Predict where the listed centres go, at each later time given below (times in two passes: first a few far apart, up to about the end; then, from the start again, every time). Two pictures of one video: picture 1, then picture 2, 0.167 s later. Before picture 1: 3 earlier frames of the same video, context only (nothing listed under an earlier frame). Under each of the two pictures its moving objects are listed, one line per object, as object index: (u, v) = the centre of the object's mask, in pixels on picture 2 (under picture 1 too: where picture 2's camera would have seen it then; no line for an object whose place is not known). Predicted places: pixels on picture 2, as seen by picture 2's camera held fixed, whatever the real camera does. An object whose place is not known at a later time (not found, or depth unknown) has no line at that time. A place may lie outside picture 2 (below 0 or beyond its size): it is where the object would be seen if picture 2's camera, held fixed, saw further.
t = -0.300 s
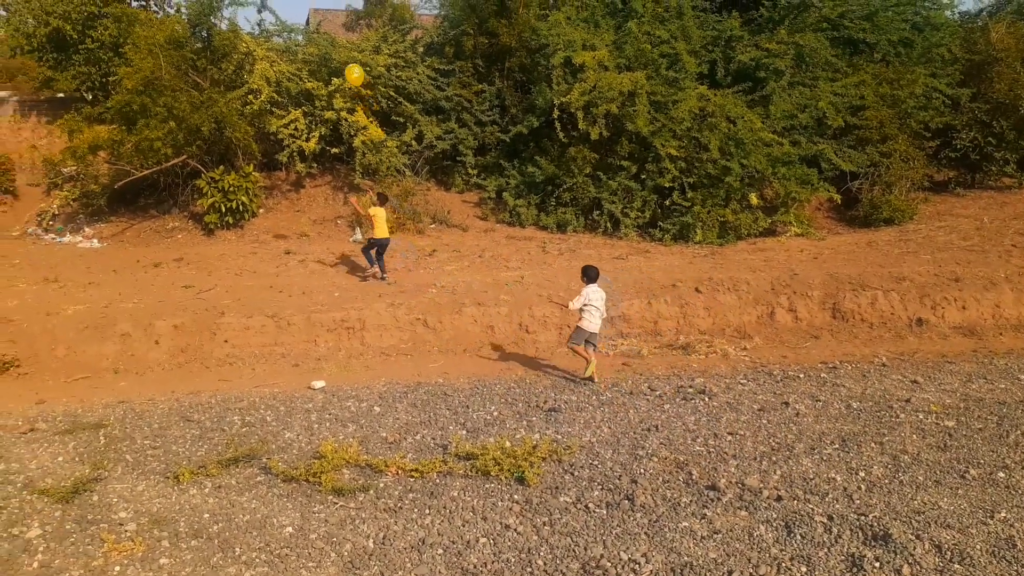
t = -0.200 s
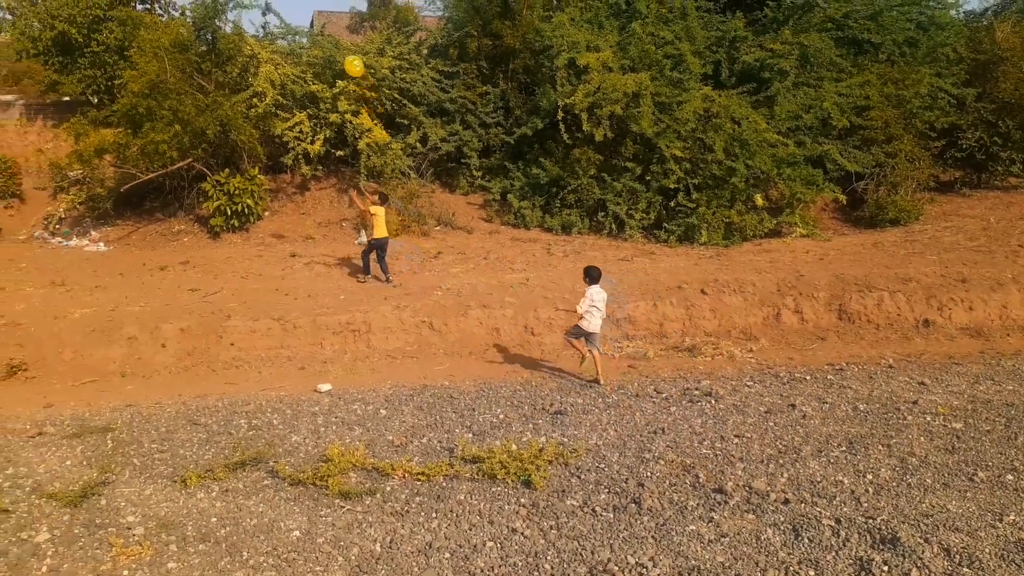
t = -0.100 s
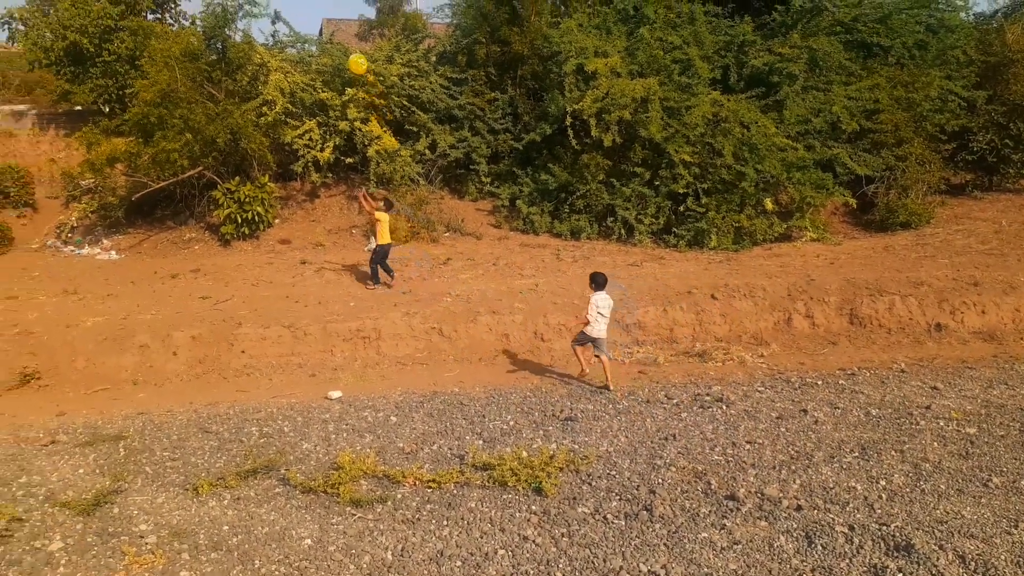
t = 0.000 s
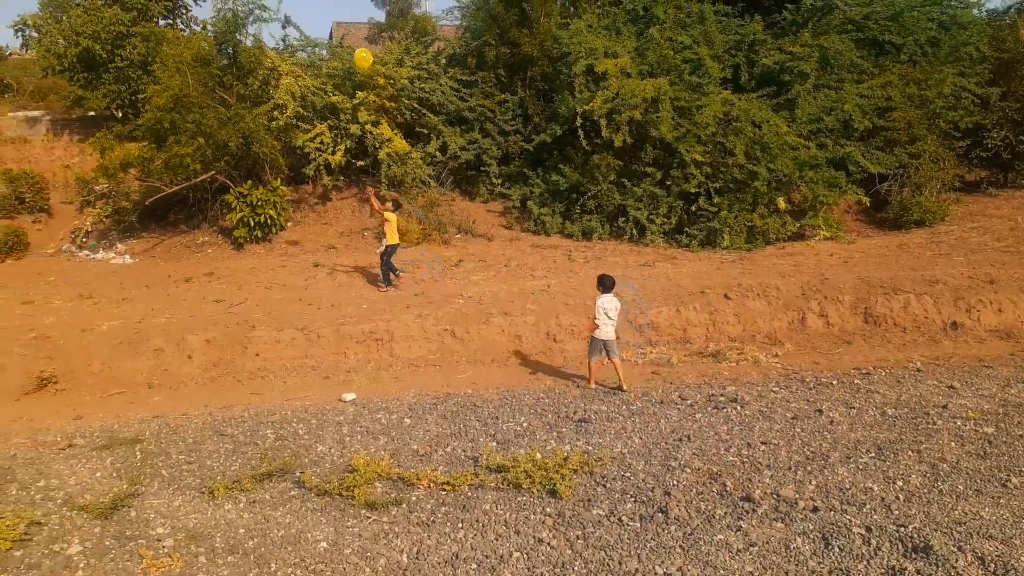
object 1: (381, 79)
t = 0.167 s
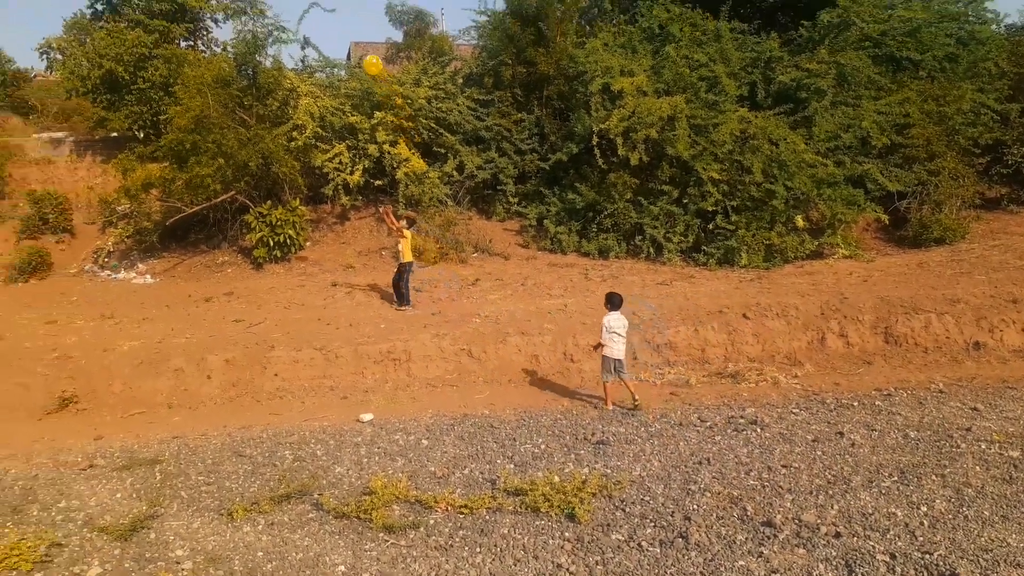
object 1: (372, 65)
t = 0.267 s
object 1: (369, 59)
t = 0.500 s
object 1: (361, 50)
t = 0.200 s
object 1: (371, 63)
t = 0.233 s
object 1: (370, 61)
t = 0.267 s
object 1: (369, 59)
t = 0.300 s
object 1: (368, 57)
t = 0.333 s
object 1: (367, 55)
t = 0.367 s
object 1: (365, 54)
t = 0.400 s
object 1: (365, 53)
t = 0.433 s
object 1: (363, 52)
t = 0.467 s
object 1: (362, 50)
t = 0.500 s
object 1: (361, 50)
